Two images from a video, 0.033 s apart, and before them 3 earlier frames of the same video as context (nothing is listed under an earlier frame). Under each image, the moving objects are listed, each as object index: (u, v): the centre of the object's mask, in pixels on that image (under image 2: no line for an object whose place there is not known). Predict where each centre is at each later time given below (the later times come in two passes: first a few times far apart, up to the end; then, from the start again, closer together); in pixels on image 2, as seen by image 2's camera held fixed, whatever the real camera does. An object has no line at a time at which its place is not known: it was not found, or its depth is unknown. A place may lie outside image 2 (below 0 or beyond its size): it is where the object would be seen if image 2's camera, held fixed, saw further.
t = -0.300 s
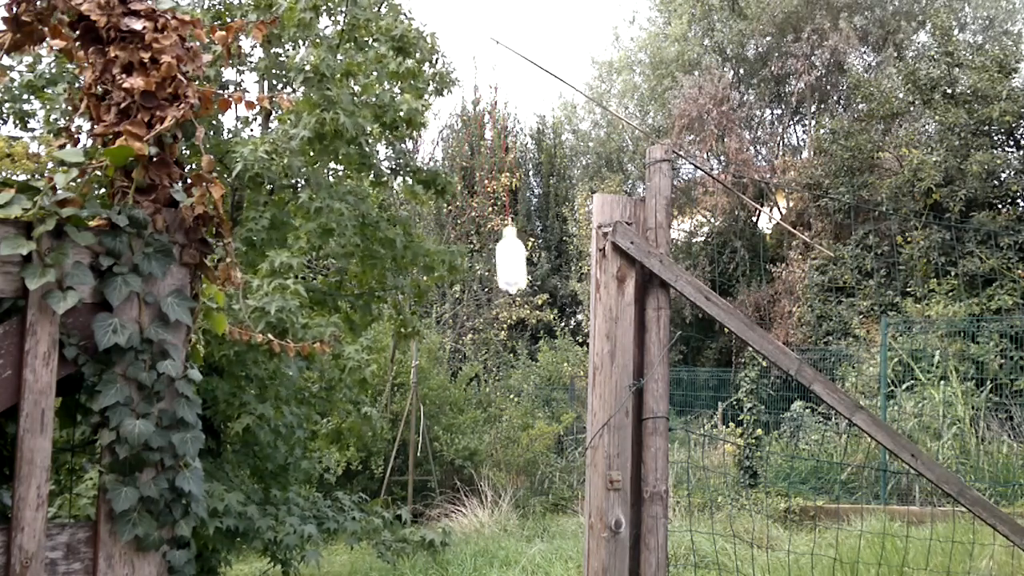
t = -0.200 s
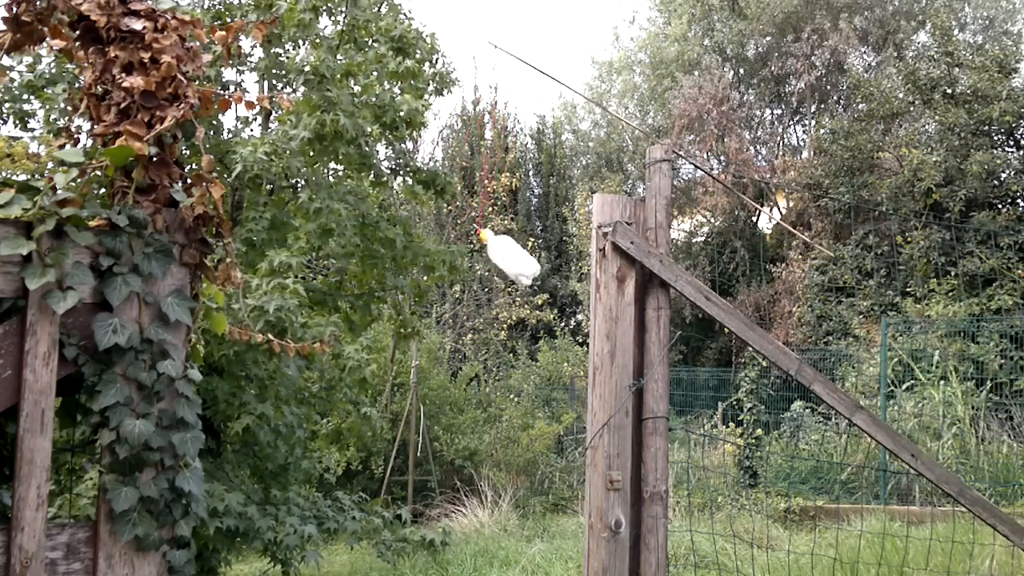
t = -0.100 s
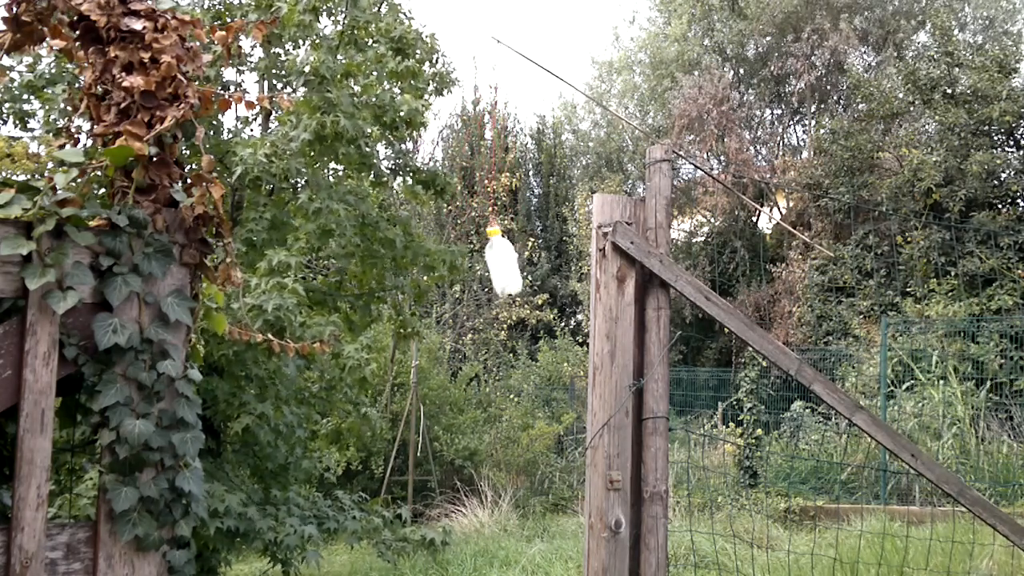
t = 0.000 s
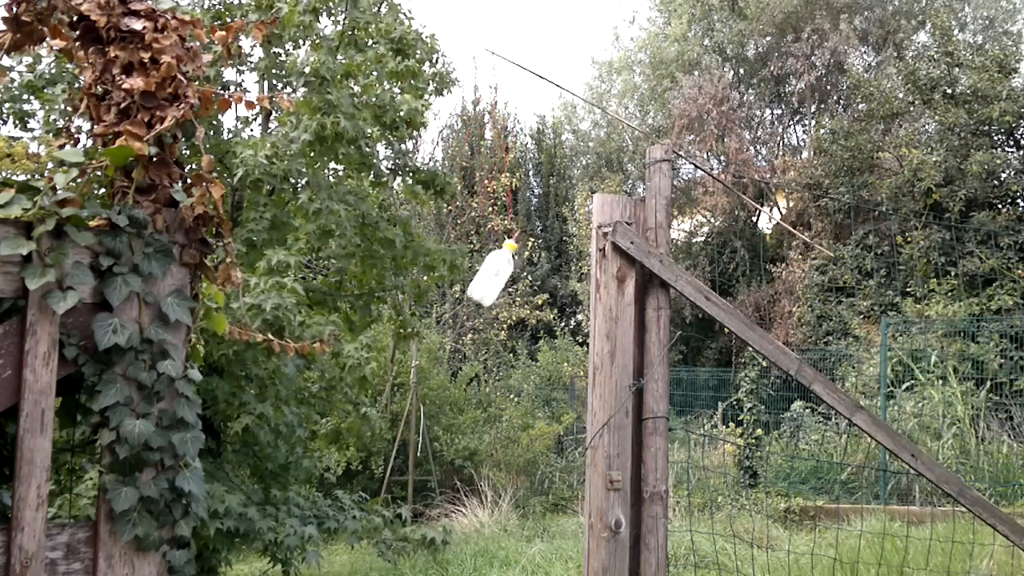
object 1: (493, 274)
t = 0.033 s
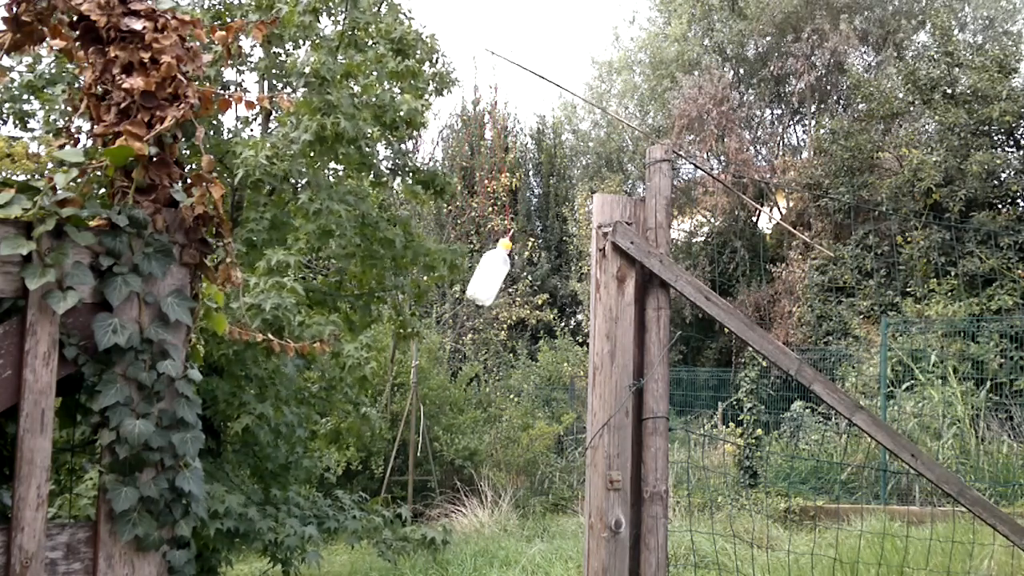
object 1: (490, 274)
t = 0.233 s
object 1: (468, 262)
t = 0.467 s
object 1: (455, 267)
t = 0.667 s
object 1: (465, 265)
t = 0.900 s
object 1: (491, 267)
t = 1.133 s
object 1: (509, 271)
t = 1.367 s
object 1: (502, 268)
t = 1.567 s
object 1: (481, 269)
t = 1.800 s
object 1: (459, 274)
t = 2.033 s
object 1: (462, 266)
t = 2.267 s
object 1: (479, 271)
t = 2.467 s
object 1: (501, 274)
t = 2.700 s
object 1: (508, 267)
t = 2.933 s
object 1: (493, 269)
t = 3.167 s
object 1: (467, 274)
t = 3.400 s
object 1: (458, 269)
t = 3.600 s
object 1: (470, 270)
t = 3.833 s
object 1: (493, 275)
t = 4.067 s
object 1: (507, 270)
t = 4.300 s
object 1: (496, 267)
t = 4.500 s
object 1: (477, 275)
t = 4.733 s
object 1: (461, 269)
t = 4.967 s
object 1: (465, 270)
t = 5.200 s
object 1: (482, 274)
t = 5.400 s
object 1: (499, 271)
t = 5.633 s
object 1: (500, 270)
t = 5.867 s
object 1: (486, 273)
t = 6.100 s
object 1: (467, 271)
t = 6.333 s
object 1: (466, 269)
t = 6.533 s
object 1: (474, 274)
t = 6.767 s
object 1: (493, 271)
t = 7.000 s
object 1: (500, 271)
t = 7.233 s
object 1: (493, 272)
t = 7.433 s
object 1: (477, 271)
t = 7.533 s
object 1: (472, 273)
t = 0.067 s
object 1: (487, 271)
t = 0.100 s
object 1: (483, 267)
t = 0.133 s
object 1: (480, 264)
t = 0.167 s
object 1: (476, 263)
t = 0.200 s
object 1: (472, 262)
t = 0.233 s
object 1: (468, 262)
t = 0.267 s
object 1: (465, 263)
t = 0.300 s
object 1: (461, 266)
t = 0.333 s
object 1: (458, 268)
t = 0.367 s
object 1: (456, 271)
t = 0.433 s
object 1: (455, 269)
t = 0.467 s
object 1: (455, 267)
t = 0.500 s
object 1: (457, 264)
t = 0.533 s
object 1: (459, 262)
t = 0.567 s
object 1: (460, 261)
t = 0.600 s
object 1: (461, 262)
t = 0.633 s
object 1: (463, 263)
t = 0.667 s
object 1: (465, 265)
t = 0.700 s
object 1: (467, 267)
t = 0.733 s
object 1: (470, 271)
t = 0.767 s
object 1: (474, 273)
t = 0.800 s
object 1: (478, 274)
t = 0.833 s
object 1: (483, 273)
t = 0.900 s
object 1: (491, 267)
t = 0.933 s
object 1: (494, 265)
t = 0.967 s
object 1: (497, 265)
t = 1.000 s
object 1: (500, 267)
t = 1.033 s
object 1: (503, 267)
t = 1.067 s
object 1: (505, 269)
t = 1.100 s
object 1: (507, 270)
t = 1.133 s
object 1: (509, 271)
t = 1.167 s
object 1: (510, 271)
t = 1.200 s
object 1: (510, 270)
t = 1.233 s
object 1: (509, 268)
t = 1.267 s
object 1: (509, 266)
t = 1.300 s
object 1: (507, 265)
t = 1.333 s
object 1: (505, 266)
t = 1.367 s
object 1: (502, 268)
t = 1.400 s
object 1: (499, 270)
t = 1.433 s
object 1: (496, 271)
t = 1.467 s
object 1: (492, 272)
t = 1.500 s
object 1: (488, 272)
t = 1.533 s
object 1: (485, 270)
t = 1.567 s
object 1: (481, 269)
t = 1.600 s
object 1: (478, 267)
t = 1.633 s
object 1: (476, 266)
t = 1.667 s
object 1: (472, 266)
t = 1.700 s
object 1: (469, 268)
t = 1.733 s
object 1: (465, 270)
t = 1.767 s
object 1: (462, 272)
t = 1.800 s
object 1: (459, 274)
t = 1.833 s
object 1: (456, 273)
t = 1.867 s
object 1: (455, 272)
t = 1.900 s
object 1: (455, 269)
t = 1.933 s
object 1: (456, 267)
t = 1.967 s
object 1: (458, 265)
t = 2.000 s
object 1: (460, 265)
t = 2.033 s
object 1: (462, 266)
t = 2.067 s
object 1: (464, 269)
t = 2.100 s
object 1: (465, 272)
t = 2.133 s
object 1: (468, 274)
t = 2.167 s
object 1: (470, 275)
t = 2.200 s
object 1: (473, 275)
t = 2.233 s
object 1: (476, 274)
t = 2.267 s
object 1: (479, 271)
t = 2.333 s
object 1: (486, 267)
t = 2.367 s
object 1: (490, 268)
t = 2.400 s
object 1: (494, 269)
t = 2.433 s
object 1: (497, 272)
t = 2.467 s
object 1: (501, 274)
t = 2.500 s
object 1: (504, 275)
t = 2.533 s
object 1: (506, 274)
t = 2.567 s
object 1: (508, 271)
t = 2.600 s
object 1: (509, 269)
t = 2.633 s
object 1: (509, 267)
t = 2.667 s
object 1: (509, 266)
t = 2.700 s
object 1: (508, 267)
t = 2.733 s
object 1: (507, 269)
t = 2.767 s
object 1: (506, 271)
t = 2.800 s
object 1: (504, 273)
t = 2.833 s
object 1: (502, 274)
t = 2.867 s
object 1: (499, 273)
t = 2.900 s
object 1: (496, 271)
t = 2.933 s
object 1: (493, 269)
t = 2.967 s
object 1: (489, 268)
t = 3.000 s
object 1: (486, 267)
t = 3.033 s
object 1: (482, 269)
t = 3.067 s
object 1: (478, 271)
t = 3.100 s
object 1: (474, 273)
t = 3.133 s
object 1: (470, 274)
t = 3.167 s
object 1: (467, 274)
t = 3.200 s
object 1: (465, 272)
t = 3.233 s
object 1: (463, 270)
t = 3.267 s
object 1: (461, 268)
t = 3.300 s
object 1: (460, 267)
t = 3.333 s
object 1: (459, 266)
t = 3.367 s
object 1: (458, 267)
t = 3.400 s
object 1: (458, 269)
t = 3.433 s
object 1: (458, 271)
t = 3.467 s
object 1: (459, 273)
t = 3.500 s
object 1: (461, 274)
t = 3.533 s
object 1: (463, 273)
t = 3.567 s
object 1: (466, 272)
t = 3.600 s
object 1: (470, 270)
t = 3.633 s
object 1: (474, 269)
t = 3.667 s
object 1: (478, 269)
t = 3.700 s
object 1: (482, 269)
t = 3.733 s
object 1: (485, 272)
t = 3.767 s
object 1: (488, 273)
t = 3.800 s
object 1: (491, 275)
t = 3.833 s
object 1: (493, 275)
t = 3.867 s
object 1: (495, 274)
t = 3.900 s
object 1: (498, 272)
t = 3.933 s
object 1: (500, 270)
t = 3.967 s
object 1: (502, 268)
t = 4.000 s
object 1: (504, 268)
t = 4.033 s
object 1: (506, 269)
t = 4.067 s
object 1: (507, 270)
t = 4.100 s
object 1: (508, 272)
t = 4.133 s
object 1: (508, 273)
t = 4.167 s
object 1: (507, 274)
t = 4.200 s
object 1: (505, 272)
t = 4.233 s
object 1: (502, 270)
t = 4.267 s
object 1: (499, 268)
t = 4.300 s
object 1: (496, 267)
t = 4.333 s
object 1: (493, 267)
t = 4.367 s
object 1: (490, 269)
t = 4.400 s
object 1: (486, 271)
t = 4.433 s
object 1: (483, 273)
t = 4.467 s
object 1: (480, 274)
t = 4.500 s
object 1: (477, 275)
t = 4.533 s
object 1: (474, 274)
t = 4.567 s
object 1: (471, 272)
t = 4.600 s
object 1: (469, 269)
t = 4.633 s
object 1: (467, 268)
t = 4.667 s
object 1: (465, 267)
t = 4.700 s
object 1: (462, 268)
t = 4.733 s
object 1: (461, 269)
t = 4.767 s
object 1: (459, 271)
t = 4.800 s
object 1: (458, 272)
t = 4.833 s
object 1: (458, 273)
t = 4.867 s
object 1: (459, 273)
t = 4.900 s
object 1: (460, 272)
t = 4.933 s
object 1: (462, 271)
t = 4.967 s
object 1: (465, 270)
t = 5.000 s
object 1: (467, 269)
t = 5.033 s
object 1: (470, 269)
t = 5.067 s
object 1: (472, 270)
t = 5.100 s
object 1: (475, 271)
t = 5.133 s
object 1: (477, 273)
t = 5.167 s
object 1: (480, 274)
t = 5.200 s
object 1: (482, 274)
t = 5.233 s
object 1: (485, 273)
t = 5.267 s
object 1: (488, 272)
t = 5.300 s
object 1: (492, 271)
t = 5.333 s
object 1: (494, 271)
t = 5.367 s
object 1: (497, 271)
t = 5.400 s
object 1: (499, 271)
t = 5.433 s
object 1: (501, 271)
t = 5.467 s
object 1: (502, 272)
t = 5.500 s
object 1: (503, 272)
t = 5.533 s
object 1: (503, 272)
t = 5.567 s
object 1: (503, 271)
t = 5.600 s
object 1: (502, 271)
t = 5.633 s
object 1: (500, 270)
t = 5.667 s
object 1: (499, 269)
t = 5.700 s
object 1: (497, 270)
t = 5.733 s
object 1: (496, 271)
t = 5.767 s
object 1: (494, 272)
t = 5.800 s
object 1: (491, 273)
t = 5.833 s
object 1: (489, 273)
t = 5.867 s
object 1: (486, 273)
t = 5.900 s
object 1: (484, 272)
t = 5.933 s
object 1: (481, 271)
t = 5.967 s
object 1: (478, 270)
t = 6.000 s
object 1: (475, 270)
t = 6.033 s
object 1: (472, 270)
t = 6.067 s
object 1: (470, 270)
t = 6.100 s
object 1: (467, 271)
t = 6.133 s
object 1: (466, 272)
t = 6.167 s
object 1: (465, 273)
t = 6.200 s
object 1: (464, 273)
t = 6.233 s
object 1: (464, 273)
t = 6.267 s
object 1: (464, 272)
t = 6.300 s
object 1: (465, 271)
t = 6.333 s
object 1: (466, 269)
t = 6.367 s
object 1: (466, 269)
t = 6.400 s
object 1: (467, 270)
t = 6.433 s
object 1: (468, 271)
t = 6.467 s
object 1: (470, 272)
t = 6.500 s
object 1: (472, 273)
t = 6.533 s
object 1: (474, 274)
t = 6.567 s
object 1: (477, 274)
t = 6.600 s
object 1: (479, 274)
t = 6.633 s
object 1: (482, 273)
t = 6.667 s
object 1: (485, 272)
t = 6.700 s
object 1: (488, 271)
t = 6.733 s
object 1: (491, 271)
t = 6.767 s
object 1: (493, 271)
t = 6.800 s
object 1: (495, 272)
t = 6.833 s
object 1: (497, 273)
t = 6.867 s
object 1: (498, 273)
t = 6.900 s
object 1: (499, 273)
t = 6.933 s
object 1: (499, 273)
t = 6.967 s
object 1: (500, 272)
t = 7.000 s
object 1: (500, 271)
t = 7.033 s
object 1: (500, 271)
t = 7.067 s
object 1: (499, 270)
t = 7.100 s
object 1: (499, 270)
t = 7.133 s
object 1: (498, 271)
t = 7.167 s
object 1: (497, 272)
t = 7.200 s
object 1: (496, 272)
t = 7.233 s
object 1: (493, 272)
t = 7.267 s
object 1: (491, 273)
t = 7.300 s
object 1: (488, 272)
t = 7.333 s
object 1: (485, 271)
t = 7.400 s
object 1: (479, 271)
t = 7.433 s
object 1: (477, 271)
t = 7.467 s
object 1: (475, 272)
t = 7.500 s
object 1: (473, 273)
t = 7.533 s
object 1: (472, 273)
